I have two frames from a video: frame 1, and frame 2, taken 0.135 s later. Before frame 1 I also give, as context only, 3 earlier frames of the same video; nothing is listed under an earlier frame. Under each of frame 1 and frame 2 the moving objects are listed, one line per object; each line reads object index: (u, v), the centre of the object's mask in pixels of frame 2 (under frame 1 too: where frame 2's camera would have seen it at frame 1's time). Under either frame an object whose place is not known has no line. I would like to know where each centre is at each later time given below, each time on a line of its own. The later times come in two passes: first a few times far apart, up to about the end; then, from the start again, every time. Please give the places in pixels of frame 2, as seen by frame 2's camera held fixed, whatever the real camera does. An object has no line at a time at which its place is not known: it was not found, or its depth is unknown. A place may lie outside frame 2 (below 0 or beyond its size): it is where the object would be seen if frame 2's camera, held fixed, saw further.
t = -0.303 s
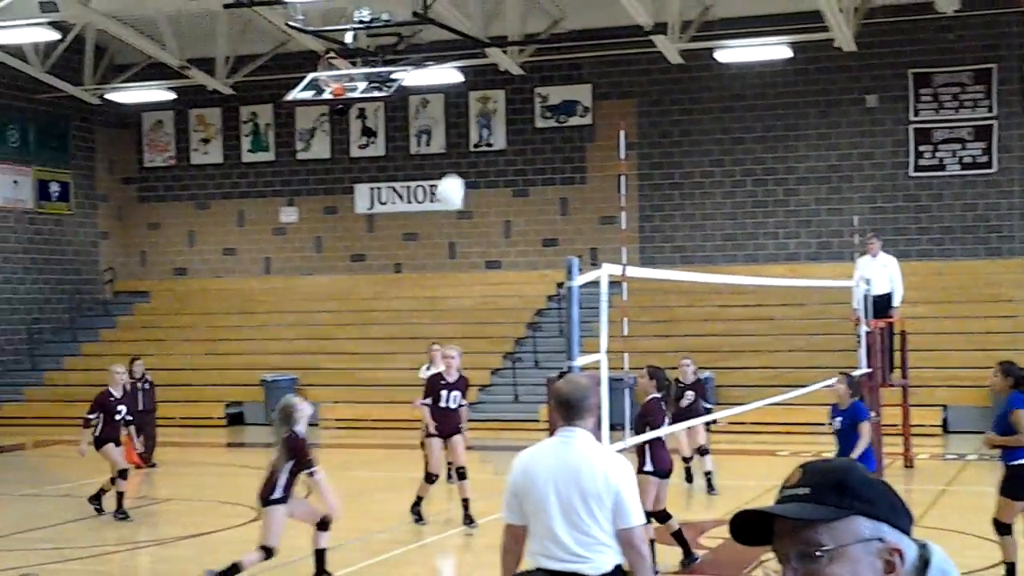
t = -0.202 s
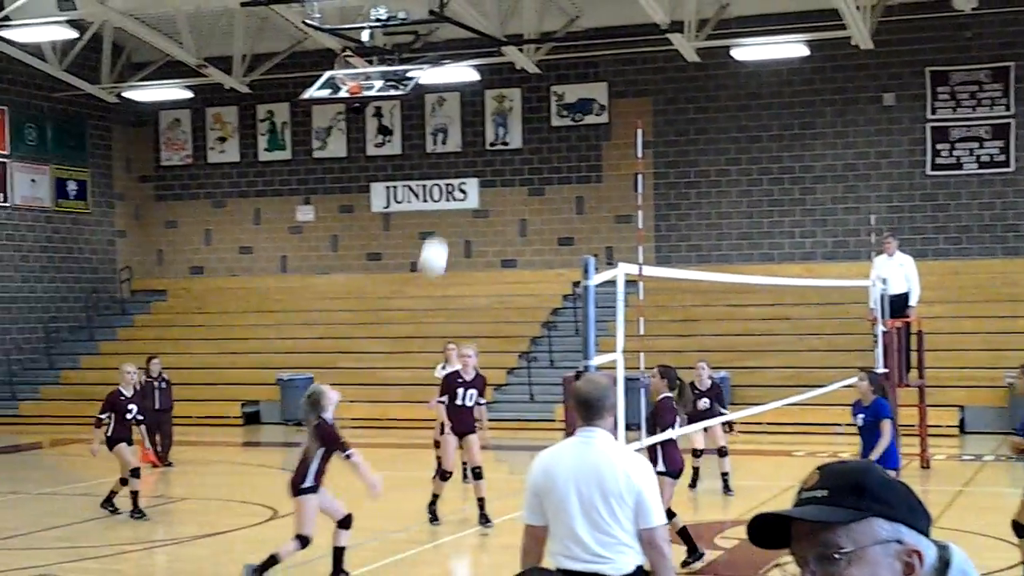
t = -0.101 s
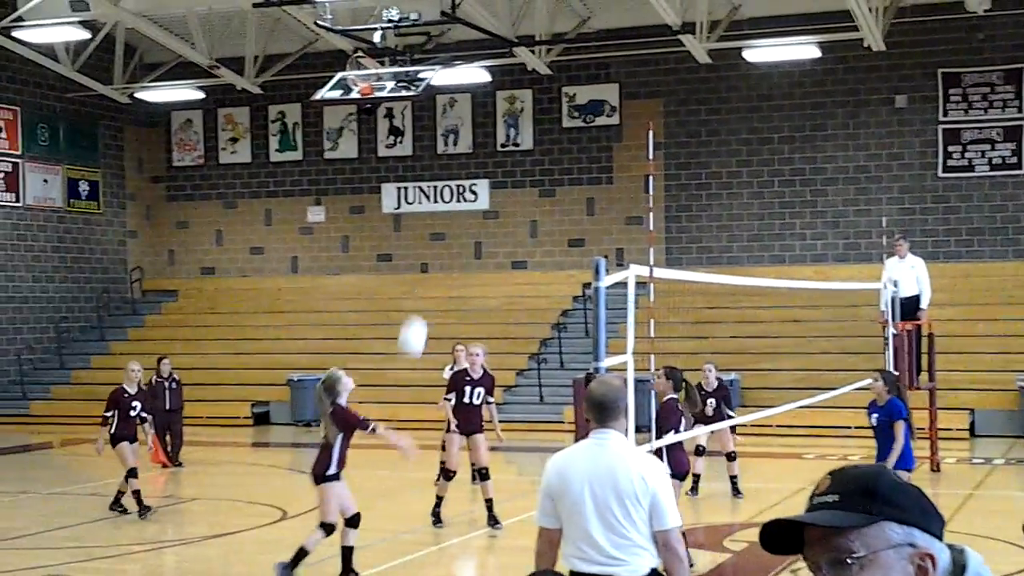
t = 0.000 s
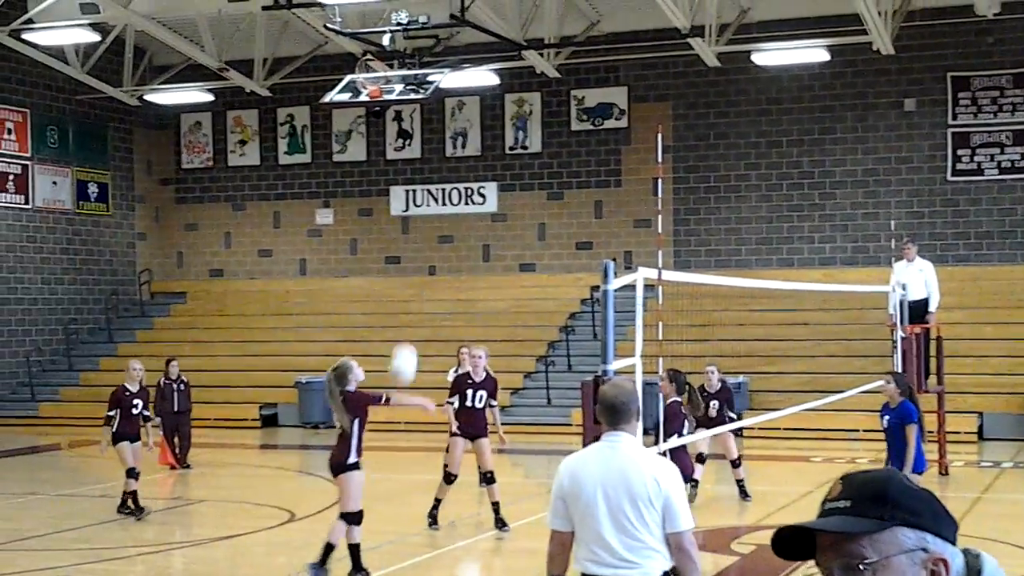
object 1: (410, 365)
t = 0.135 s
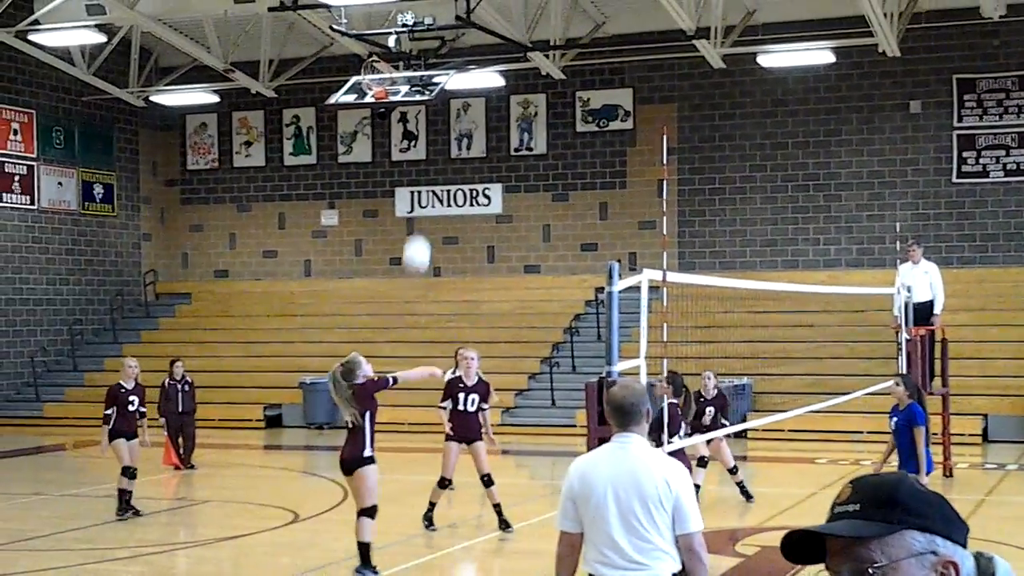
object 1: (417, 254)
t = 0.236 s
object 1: (423, 185)
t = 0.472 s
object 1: (441, 78)
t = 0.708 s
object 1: (458, 42)
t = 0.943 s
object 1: (477, 79)
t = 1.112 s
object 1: (491, 151)
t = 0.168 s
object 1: (418, 231)
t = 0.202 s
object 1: (420, 209)
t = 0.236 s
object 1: (423, 185)
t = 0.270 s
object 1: (425, 167)
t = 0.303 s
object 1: (428, 149)
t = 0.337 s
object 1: (431, 132)
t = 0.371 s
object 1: (434, 116)
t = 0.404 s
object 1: (436, 102)
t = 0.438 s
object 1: (439, 90)
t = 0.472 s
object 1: (441, 78)
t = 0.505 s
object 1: (443, 66)
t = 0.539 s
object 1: (446, 60)
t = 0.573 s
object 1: (448, 53)
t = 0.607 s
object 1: (451, 49)
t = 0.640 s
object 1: (454, 45)
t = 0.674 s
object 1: (456, 42)
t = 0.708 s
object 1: (458, 42)
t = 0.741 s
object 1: (461, 43)
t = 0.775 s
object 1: (463, 45)
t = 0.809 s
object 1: (466, 48)
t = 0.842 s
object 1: (468, 53)
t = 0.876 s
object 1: (472, 60)
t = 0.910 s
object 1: (474, 66)
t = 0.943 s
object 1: (477, 79)
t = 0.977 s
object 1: (482, 96)
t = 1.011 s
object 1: (484, 103)
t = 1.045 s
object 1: (486, 117)
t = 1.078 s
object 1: (489, 133)
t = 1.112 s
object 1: (491, 151)
